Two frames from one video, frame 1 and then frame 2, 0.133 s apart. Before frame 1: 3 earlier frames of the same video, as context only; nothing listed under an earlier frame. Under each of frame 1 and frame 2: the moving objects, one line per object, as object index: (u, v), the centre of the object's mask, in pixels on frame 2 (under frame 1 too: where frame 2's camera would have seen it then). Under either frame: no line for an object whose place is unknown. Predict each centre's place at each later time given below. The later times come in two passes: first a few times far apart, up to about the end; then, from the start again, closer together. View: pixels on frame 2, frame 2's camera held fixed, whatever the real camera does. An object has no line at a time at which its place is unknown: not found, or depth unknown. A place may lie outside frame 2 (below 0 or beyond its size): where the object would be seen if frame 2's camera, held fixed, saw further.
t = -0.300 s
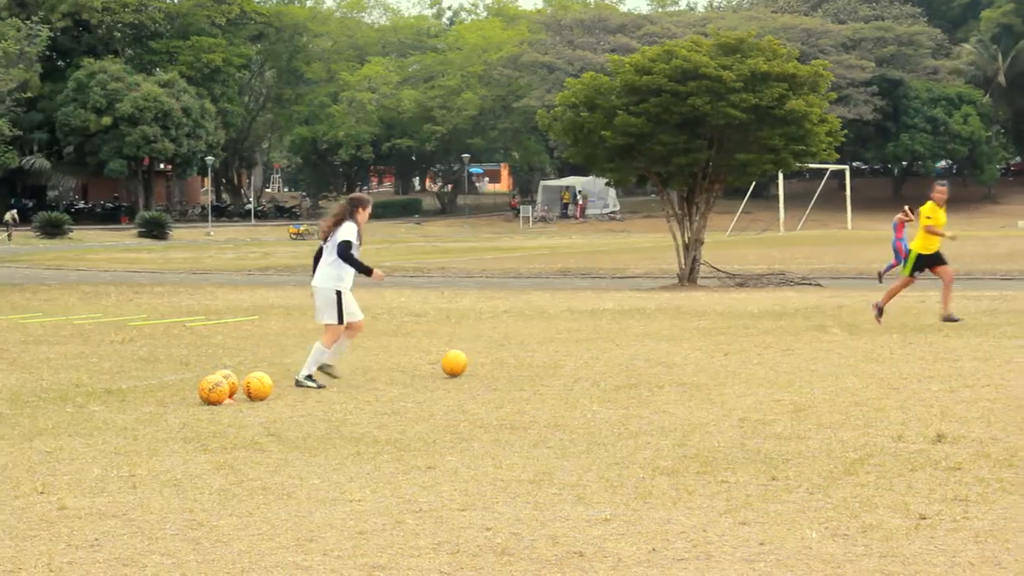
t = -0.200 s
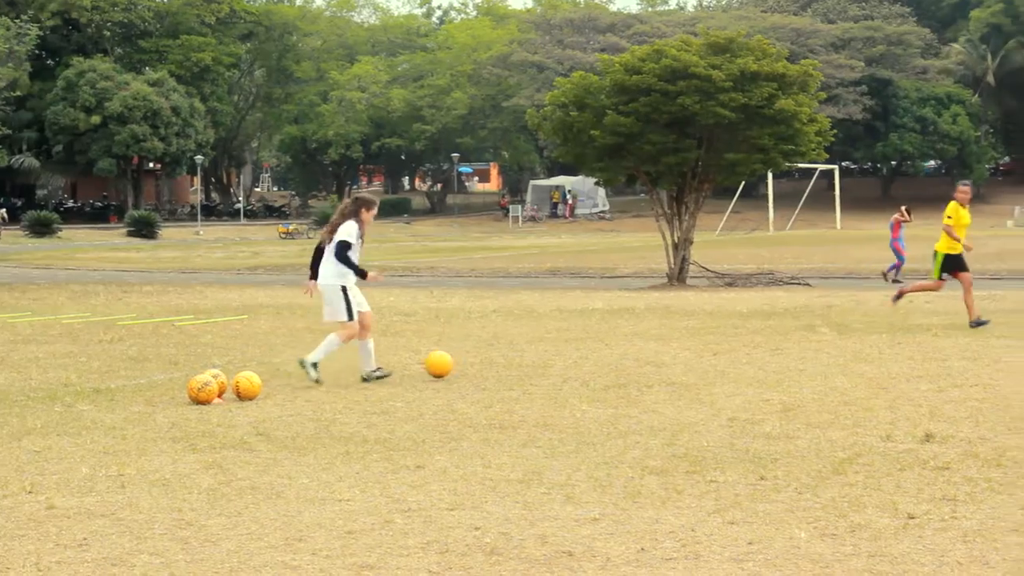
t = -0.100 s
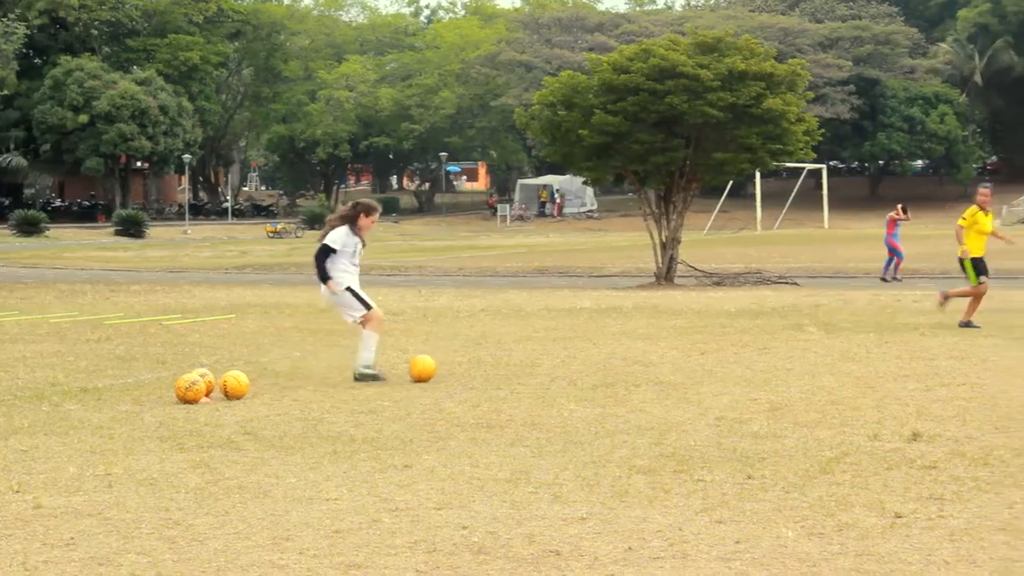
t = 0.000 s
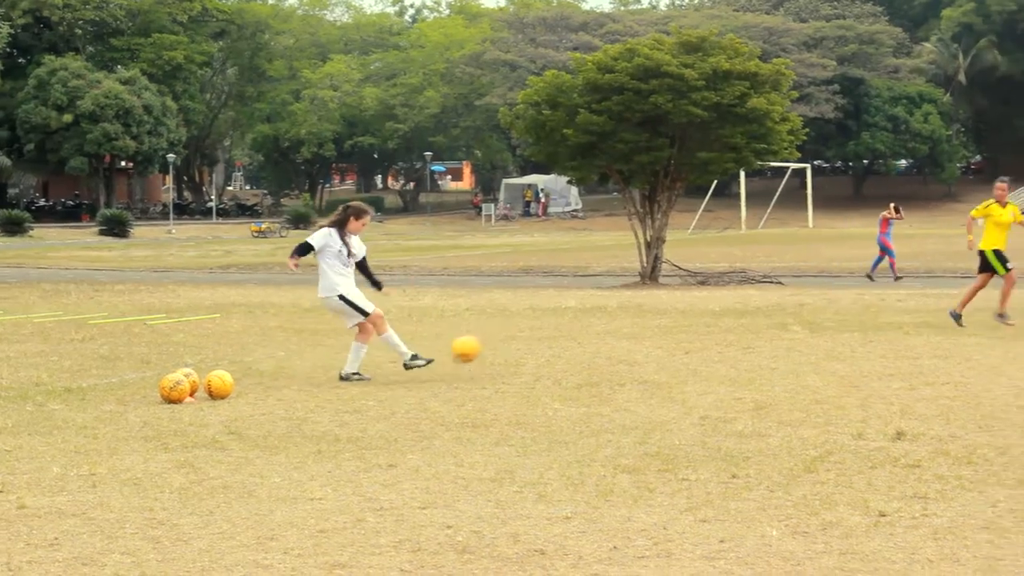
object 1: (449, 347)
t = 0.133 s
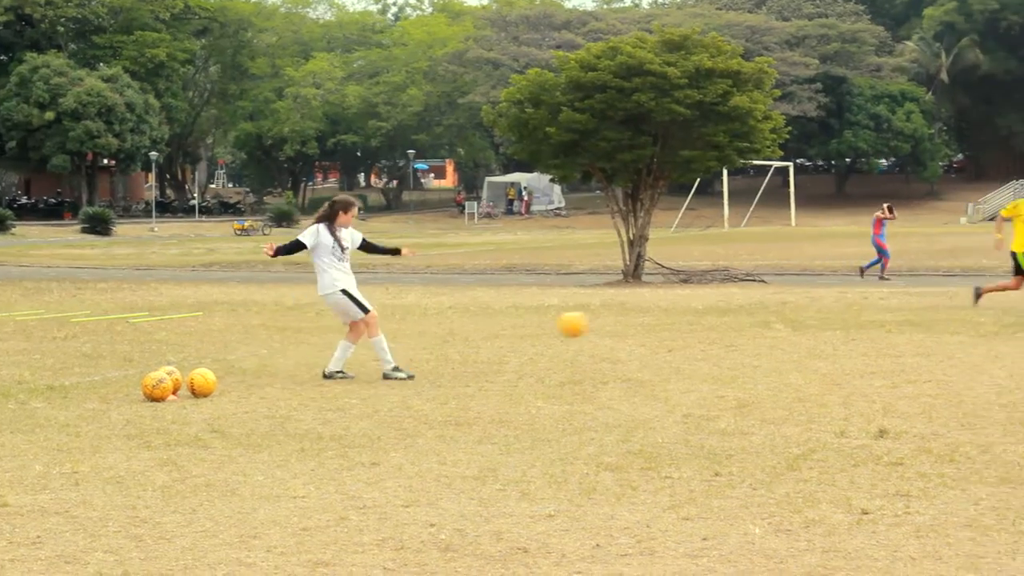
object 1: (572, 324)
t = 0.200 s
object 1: (632, 321)
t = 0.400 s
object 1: (795, 342)
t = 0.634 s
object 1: (920, 308)
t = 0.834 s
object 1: (1020, 327)
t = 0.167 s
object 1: (601, 322)
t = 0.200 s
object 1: (632, 321)
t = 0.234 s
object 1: (660, 321)
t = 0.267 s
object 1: (689, 323)
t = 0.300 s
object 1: (715, 326)
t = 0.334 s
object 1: (742, 330)
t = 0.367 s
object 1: (770, 336)
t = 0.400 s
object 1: (795, 342)
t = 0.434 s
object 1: (814, 335)
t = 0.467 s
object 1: (833, 327)
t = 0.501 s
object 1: (851, 321)
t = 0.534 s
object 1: (867, 316)
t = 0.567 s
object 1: (886, 312)
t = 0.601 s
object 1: (902, 310)
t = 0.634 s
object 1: (920, 308)
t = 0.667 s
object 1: (938, 309)
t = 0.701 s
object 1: (955, 310)
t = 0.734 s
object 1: (971, 312)
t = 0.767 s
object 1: (988, 316)
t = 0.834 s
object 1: (1020, 327)
